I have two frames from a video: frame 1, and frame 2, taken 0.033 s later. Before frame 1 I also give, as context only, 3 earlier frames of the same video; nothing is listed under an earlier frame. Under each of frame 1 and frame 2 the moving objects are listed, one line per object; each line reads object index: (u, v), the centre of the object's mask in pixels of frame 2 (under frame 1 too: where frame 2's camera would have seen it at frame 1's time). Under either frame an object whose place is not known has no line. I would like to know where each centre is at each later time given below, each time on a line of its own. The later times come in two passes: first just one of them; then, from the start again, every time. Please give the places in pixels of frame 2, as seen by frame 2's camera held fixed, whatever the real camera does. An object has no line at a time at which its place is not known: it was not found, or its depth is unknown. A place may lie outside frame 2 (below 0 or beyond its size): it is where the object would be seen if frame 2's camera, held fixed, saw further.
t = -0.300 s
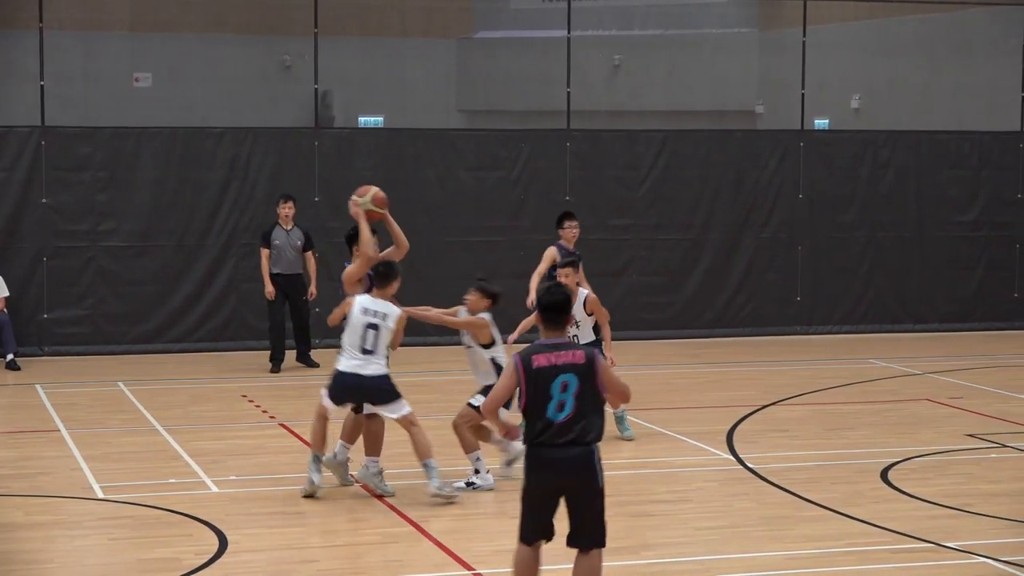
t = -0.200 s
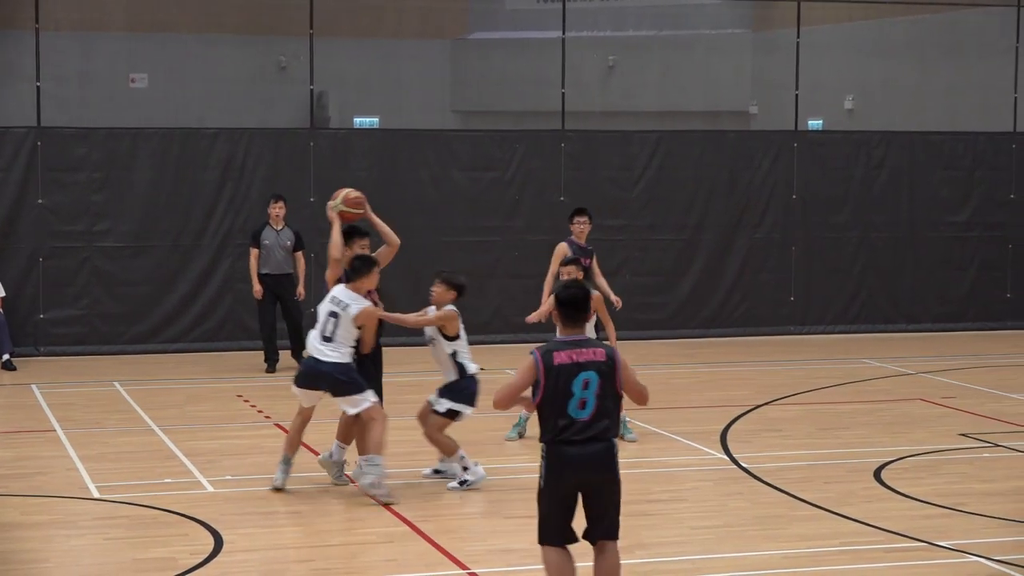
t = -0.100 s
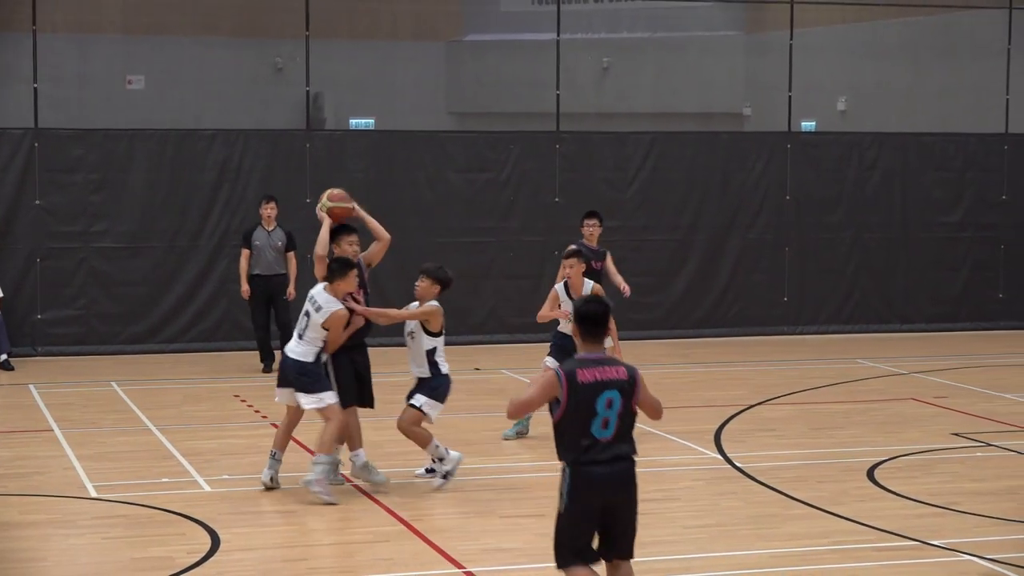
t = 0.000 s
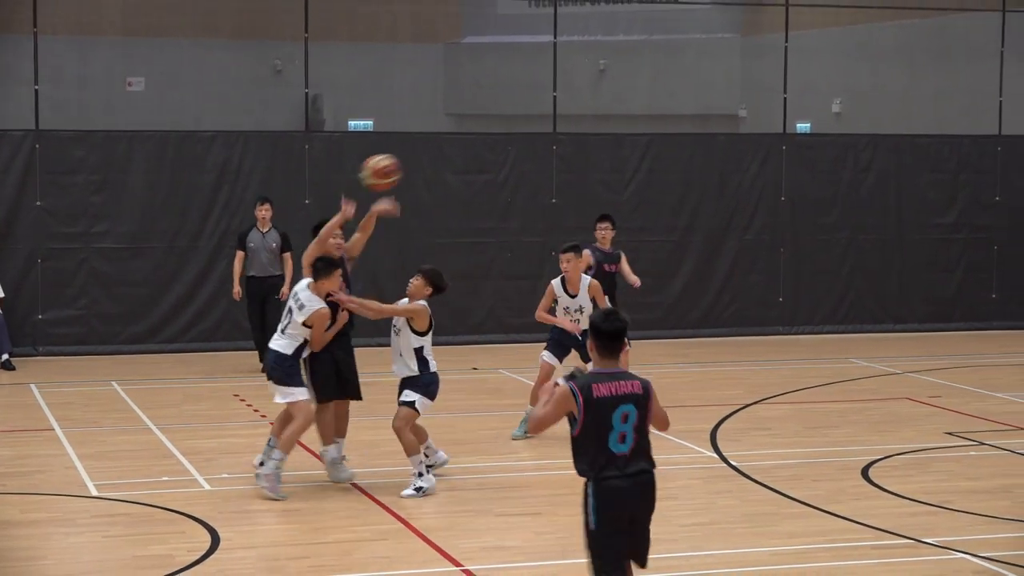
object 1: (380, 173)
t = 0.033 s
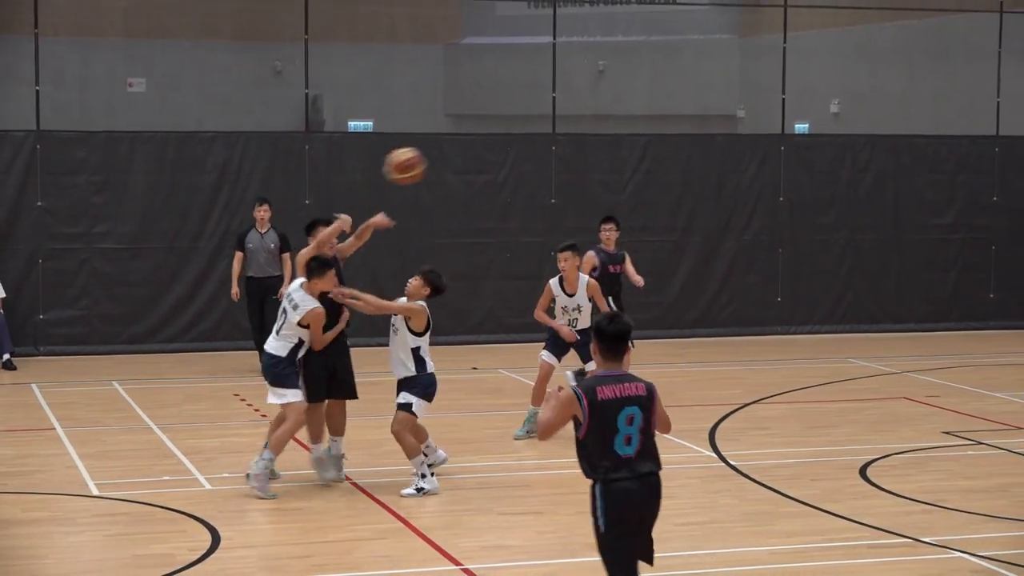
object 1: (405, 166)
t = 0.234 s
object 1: (565, 156)
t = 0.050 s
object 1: (416, 162)
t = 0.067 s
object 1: (429, 159)
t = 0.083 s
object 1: (441, 157)
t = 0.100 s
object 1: (454, 155)
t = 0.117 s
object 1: (468, 154)
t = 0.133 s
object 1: (480, 153)
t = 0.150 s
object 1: (494, 153)
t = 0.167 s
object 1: (508, 152)
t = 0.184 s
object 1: (523, 153)
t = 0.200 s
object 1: (537, 153)
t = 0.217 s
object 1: (552, 155)
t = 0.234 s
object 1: (565, 156)
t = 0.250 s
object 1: (580, 159)
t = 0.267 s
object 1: (596, 161)
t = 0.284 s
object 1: (612, 165)
